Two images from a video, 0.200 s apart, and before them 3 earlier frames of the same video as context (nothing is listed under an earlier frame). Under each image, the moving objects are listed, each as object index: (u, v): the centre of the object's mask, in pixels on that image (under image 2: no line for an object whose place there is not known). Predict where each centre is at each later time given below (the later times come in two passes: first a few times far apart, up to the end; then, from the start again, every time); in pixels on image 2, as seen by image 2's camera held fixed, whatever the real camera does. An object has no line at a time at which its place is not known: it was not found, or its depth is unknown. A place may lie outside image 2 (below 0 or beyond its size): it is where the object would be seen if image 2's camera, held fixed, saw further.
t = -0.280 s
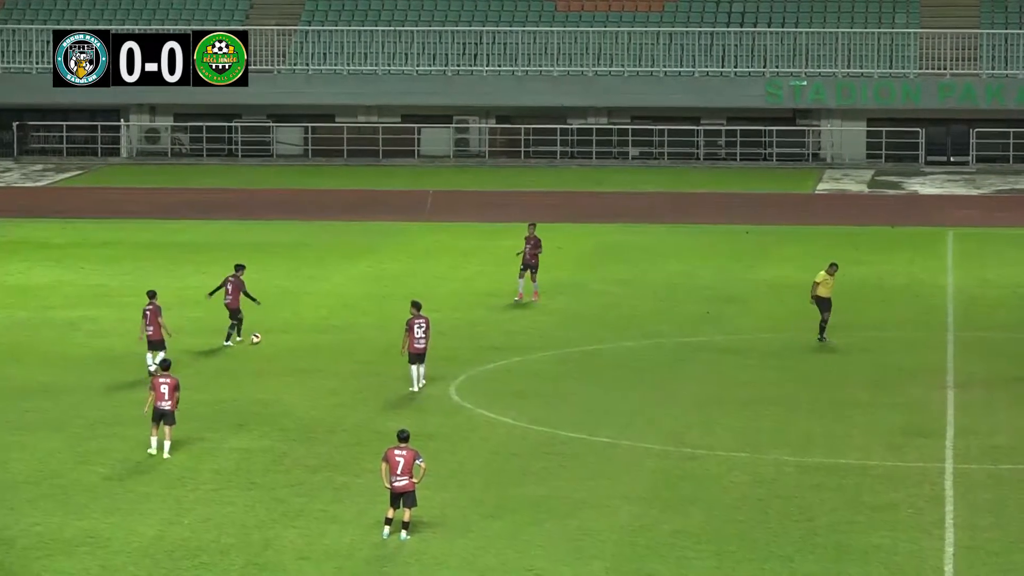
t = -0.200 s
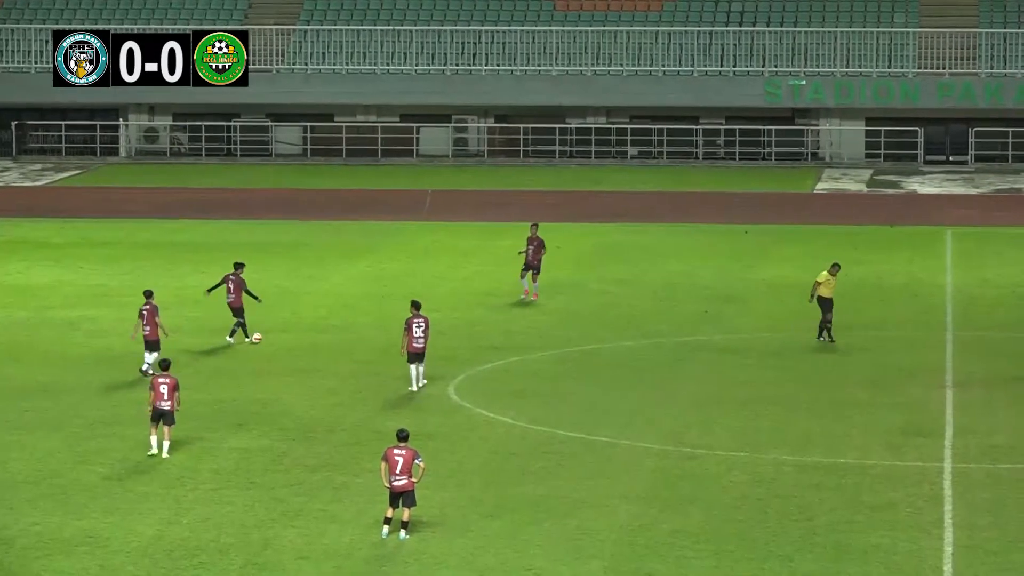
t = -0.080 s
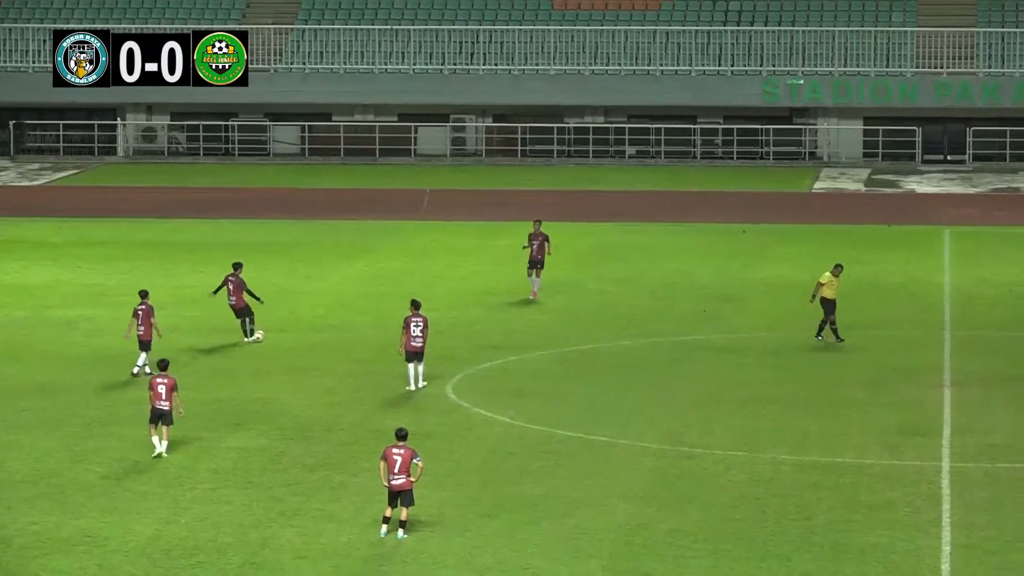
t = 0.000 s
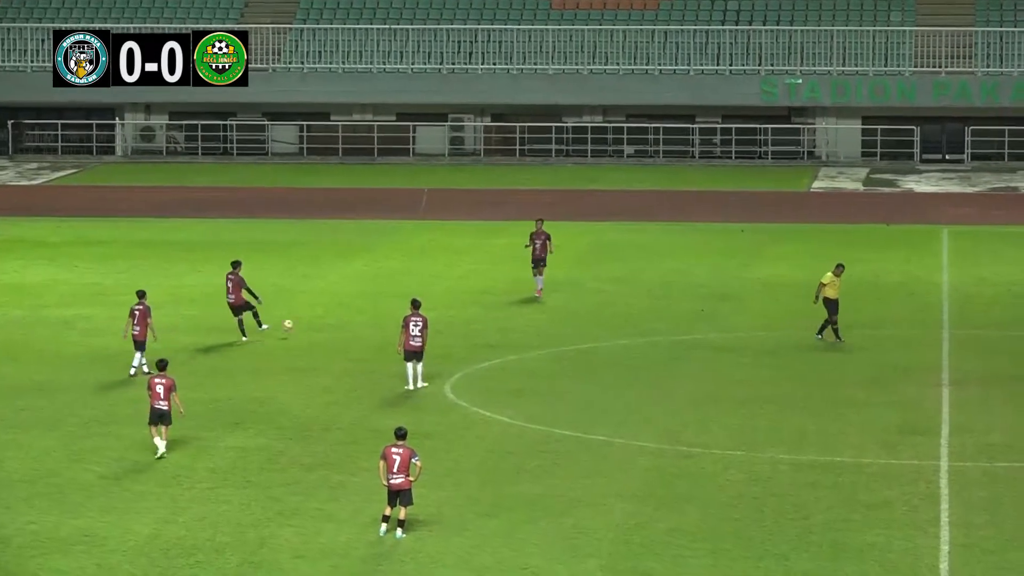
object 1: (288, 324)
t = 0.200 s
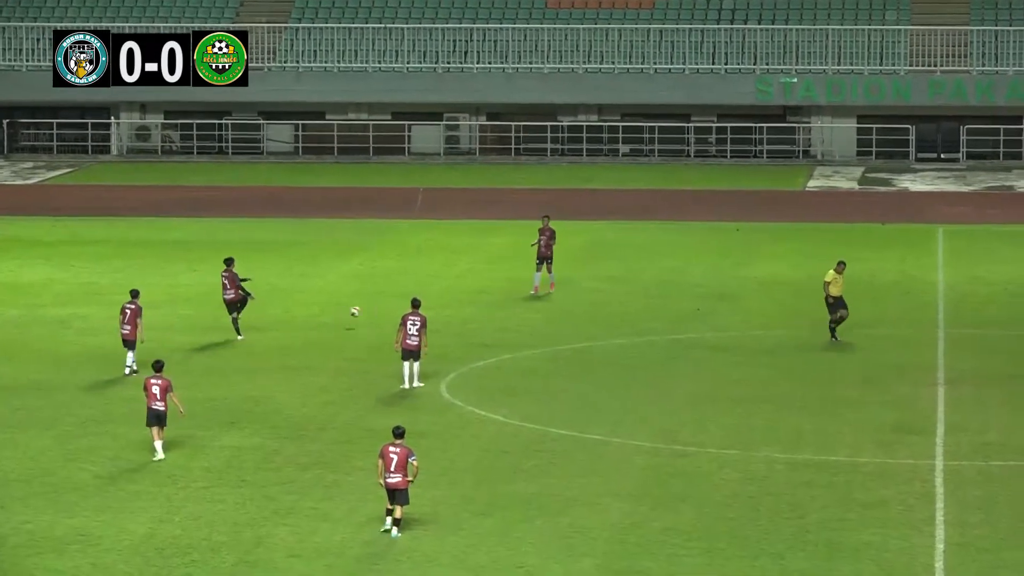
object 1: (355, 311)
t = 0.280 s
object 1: (383, 311)
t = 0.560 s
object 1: (463, 304)
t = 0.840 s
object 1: (526, 298)
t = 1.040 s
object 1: (560, 294)
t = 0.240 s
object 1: (369, 311)
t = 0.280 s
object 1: (383, 311)
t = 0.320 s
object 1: (395, 312)
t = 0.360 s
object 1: (409, 311)
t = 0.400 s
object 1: (424, 310)
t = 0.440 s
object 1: (432, 310)
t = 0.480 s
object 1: (441, 307)
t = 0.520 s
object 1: (452, 305)
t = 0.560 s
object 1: (463, 304)
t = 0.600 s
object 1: (473, 303)
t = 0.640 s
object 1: (483, 303)
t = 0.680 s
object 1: (493, 304)
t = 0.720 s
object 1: (501, 302)
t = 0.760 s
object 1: (509, 300)
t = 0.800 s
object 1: (518, 298)
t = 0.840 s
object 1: (526, 298)
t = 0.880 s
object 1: (534, 298)
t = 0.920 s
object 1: (541, 298)
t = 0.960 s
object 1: (548, 296)
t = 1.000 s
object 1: (554, 295)
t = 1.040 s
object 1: (560, 294)
